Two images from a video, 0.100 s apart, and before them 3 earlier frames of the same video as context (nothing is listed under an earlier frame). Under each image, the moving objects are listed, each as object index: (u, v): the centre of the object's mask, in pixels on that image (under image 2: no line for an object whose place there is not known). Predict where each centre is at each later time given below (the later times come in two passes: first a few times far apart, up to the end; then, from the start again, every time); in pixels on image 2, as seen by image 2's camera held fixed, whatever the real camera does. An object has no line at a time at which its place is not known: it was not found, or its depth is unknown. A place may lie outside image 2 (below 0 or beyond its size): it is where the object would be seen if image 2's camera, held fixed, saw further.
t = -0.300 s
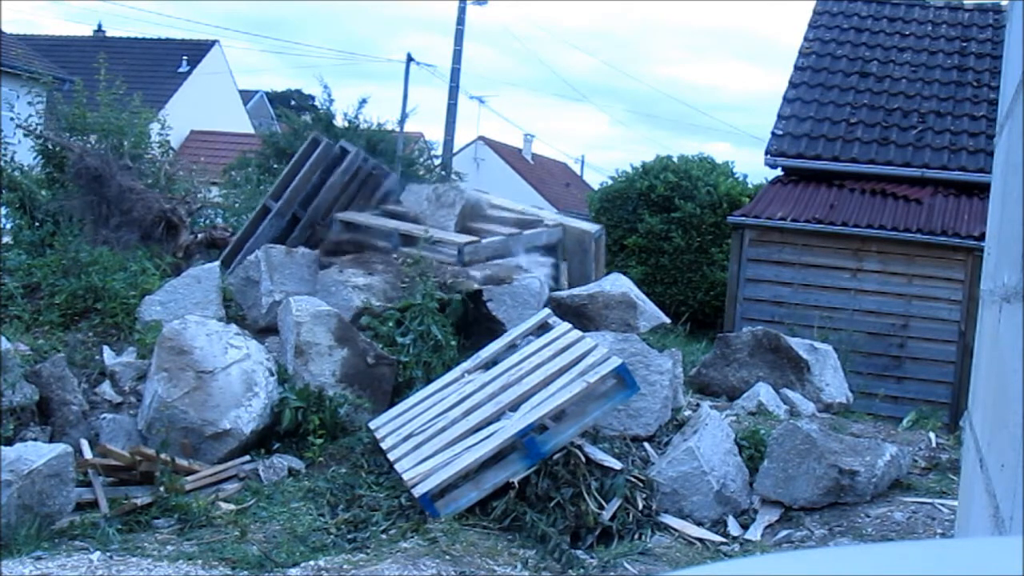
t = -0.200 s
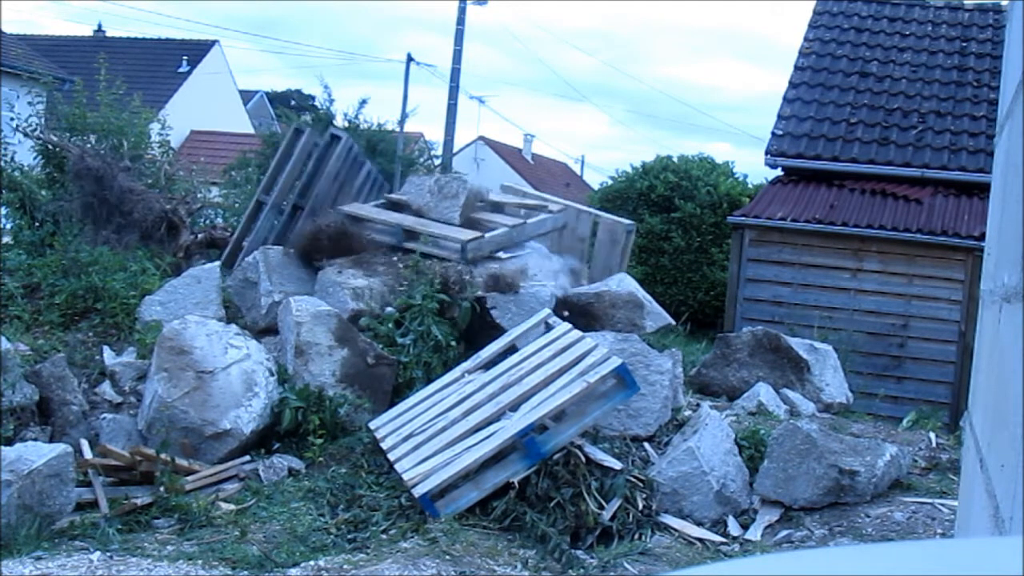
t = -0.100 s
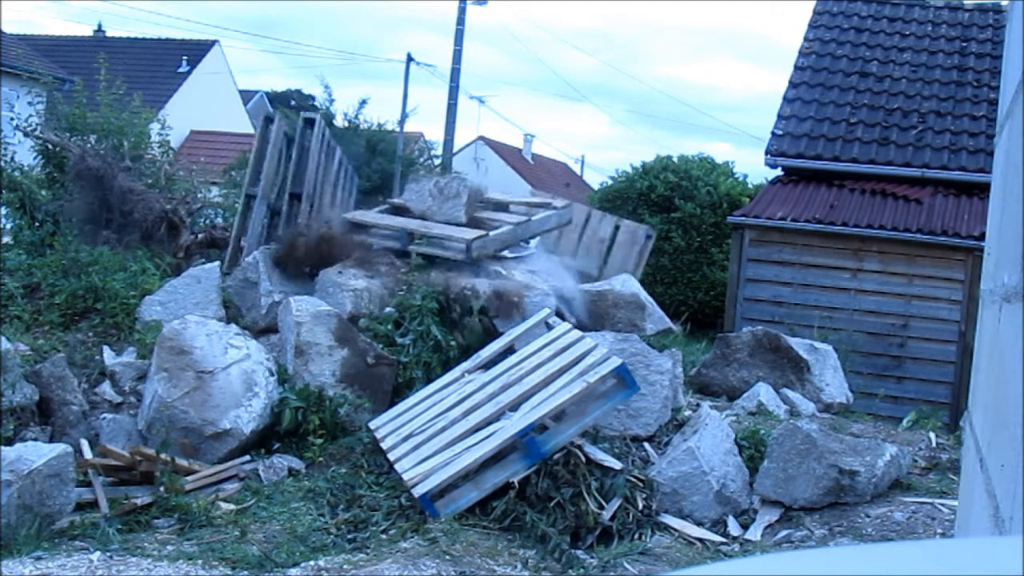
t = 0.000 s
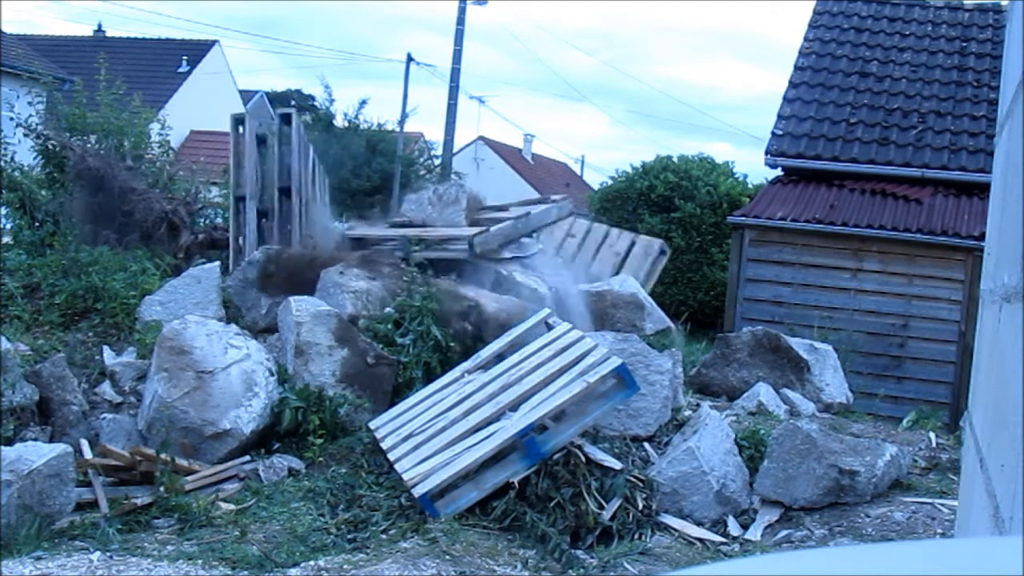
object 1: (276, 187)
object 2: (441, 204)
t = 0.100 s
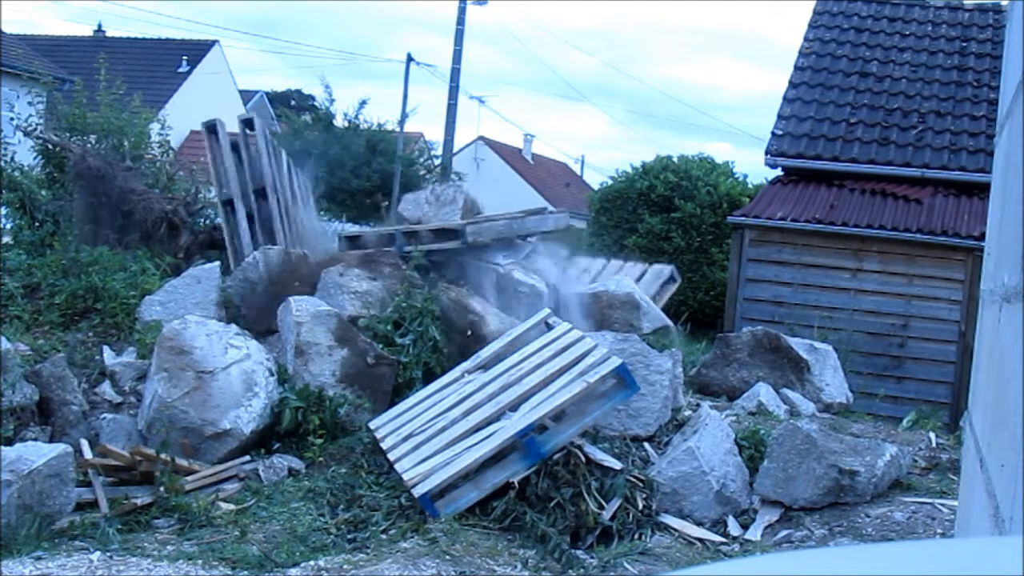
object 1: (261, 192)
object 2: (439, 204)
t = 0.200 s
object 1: (235, 192)
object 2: (435, 206)
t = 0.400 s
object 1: (233, 198)
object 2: (431, 210)
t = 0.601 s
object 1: (245, 200)
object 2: (433, 210)
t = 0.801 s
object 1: (235, 199)
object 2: (432, 212)
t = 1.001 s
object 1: (228, 198)
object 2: (432, 211)
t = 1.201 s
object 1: (229, 198)
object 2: (432, 212)
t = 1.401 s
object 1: (230, 199)
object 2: (432, 211)
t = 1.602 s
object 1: (230, 199)
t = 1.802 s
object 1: (230, 199)
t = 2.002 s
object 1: (230, 199)
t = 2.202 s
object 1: (230, 199)
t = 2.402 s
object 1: (230, 199)
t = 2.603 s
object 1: (230, 199)
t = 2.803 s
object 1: (231, 199)
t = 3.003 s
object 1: (231, 199)
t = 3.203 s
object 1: (231, 199)
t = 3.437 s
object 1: (231, 199)
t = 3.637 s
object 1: (231, 199)
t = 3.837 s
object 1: (231, 199)
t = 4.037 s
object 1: (231, 199)
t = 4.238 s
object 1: (231, 199)
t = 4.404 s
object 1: (231, 199)
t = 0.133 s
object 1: (255, 193)
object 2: (437, 205)
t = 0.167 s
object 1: (246, 193)
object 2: (437, 205)
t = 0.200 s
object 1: (235, 192)
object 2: (435, 206)
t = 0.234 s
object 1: (232, 193)
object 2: (435, 208)
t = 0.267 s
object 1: (230, 193)
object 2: (434, 209)
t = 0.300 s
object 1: (228, 194)
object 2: (434, 210)
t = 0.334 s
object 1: (230, 196)
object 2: (432, 210)
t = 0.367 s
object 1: (232, 198)
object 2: (431, 210)
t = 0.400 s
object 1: (233, 198)
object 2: (431, 210)
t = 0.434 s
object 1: (238, 198)
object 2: (430, 209)
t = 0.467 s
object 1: (243, 199)
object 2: (430, 209)
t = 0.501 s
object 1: (245, 200)
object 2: (431, 209)
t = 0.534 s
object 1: (246, 200)
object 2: (432, 209)
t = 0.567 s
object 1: (246, 200)
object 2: (432, 209)
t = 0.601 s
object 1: (245, 200)
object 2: (433, 210)
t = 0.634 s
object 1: (244, 200)
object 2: (432, 211)
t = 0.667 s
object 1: (242, 200)
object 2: (432, 211)
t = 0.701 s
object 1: (240, 200)
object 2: (432, 211)
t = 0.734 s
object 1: (238, 199)
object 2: (432, 212)
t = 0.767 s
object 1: (236, 199)
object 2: (432, 212)
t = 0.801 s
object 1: (235, 199)
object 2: (432, 212)
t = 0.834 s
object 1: (232, 199)
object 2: (432, 212)
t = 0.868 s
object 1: (231, 198)
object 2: (432, 212)
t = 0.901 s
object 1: (230, 198)
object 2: (432, 211)
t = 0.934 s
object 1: (229, 198)
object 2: (432, 211)
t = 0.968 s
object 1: (228, 197)
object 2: (432, 211)
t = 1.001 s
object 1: (228, 198)
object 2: (432, 211)
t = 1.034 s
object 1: (228, 198)
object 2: (432, 211)
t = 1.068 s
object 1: (228, 198)
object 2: (432, 211)
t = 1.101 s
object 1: (228, 198)
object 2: (432, 211)
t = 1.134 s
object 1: (229, 198)
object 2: (432, 212)
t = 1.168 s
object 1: (229, 198)
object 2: (432, 212)
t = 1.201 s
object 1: (229, 198)
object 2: (432, 212)
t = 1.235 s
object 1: (229, 198)
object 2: (432, 212)
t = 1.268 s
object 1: (230, 198)
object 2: (432, 212)
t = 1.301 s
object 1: (230, 199)
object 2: (432, 212)
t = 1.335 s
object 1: (230, 199)
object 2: (432, 211)
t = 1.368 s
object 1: (230, 199)
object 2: (432, 211)
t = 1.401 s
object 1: (230, 199)
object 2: (432, 211)
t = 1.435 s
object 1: (230, 199)
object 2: (432, 211)
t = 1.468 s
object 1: (230, 199)
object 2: (432, 211)
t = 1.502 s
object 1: (230, 199)
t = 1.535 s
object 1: (230, 199)
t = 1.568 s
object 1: (230, 199)
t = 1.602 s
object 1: (230, 199)
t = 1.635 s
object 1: (230, 199)
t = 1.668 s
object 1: (230, 199)
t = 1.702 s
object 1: (230, 199)
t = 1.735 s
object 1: (230, 199)
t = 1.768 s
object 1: (230, 199)
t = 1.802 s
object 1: (230, 199)
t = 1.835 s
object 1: (230, 199)
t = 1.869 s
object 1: (230, 199)
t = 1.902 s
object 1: (230, 199)
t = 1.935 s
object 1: (230, 199)
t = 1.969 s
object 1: (230, 199)
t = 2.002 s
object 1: (230, 199)
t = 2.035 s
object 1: (230, 199)
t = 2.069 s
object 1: (230, 199)
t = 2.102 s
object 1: (230, 199)
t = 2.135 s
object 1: (230, 199)
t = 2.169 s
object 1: (230, 199)
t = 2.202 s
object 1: (230, 199)
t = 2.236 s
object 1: (230, 199)
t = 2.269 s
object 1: (230, 199)
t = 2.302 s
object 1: (230, 199)
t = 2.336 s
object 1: (230, 199)
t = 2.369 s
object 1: (230, 199)
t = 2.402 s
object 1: (230, 199)
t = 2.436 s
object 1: (230, 199)
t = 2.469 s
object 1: (230, 199)
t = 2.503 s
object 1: (230, 199)
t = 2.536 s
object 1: (230, 199)
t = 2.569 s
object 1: (230, 199)
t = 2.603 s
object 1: (230, 199)
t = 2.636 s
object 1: (231, 199)
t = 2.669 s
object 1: (231, 199)
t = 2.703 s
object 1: (231, 199)
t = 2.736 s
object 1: (231, 199)
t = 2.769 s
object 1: (231, 199)
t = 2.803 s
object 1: (231, 199)
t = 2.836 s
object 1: (231, 199)
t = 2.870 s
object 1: (231, 199)
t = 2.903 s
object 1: (231, 199)
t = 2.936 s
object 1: (231, 199)
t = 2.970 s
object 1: (231, 199)
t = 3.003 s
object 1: (231, 199)
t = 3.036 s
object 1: (231, 199)
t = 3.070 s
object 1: (231, 199)
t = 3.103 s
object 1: (231, 199)
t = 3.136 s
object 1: (231, 199)
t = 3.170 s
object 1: (231, 199)
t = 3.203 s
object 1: (231, 199)
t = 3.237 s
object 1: (231, 199)
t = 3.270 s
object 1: (231, 199)
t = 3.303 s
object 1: (231, 199)
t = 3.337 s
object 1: (231, 199)
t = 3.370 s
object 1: (231, 199)
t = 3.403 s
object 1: (231, 199)
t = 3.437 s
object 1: (231, 199)
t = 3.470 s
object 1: (231, 199)
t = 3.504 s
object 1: (231, 199)
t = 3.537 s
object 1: (231, 199)
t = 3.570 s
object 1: (231, 199)
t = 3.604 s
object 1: (231, 199)
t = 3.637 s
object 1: (231, 199)
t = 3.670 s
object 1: (231, 199)
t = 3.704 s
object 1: (231, 199)
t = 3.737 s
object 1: (231, 199)
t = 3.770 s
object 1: (231, 199)
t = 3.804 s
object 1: (231, 199)
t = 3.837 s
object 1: (231, 199)
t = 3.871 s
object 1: (231, 199)
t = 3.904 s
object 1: (231, 199)
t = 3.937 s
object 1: (231, 199)
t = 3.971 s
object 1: (231, 199)
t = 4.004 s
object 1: (231, 199)
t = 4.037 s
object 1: (231, 199)
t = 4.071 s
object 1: (231, 199)
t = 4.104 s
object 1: (231, 199)
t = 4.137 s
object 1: (231, 199)
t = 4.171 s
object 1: (231, 199)
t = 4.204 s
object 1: (231, 199)
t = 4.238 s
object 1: (231, 199)
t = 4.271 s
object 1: (231, 199)
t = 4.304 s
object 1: (231, 199)
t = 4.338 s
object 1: (231, 199)
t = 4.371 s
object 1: (231, 199)
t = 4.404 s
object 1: (231, 199)
